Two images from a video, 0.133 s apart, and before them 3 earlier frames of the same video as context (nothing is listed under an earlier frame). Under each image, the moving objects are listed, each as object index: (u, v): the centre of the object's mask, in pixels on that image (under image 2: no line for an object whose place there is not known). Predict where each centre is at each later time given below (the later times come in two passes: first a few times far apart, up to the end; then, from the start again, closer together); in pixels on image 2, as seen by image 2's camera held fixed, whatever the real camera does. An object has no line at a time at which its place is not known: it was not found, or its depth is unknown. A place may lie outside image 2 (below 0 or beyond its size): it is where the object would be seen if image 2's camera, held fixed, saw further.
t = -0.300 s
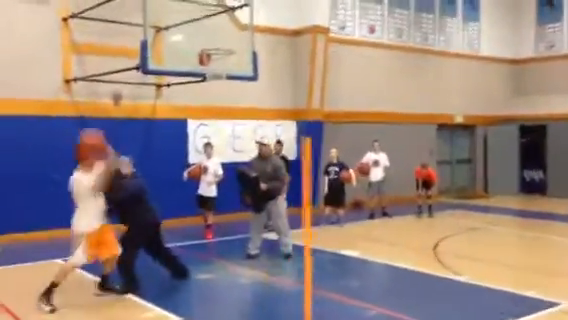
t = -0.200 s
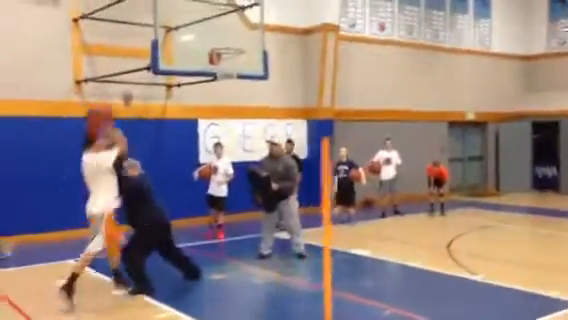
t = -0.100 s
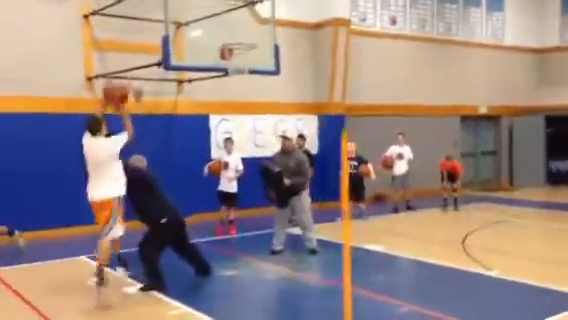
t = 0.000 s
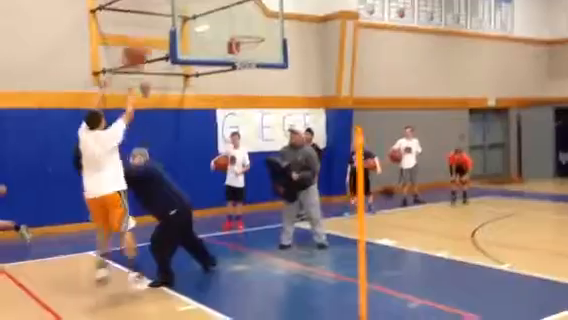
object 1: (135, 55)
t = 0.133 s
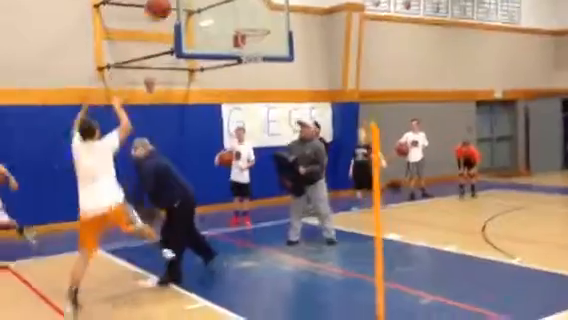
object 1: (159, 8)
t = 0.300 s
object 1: (180, -13)
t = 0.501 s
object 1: (205, -17)
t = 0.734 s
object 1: (229, 18)
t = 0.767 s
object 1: (233, 23)
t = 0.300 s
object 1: (180, -13)
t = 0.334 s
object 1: (185, -17)
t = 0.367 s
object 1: (189, -20)
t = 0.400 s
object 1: (194, -22)
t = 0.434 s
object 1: (197, -21)
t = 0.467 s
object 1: (201, -21)
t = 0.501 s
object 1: (205, -17)
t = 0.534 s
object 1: (208, -15)
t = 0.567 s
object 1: (212, -12)
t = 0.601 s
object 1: (215, -7)
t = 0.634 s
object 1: (220, -2)
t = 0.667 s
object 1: (223, 4)
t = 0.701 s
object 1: (226, 10)
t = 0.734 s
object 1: (229, 18)
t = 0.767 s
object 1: (233, 23)
